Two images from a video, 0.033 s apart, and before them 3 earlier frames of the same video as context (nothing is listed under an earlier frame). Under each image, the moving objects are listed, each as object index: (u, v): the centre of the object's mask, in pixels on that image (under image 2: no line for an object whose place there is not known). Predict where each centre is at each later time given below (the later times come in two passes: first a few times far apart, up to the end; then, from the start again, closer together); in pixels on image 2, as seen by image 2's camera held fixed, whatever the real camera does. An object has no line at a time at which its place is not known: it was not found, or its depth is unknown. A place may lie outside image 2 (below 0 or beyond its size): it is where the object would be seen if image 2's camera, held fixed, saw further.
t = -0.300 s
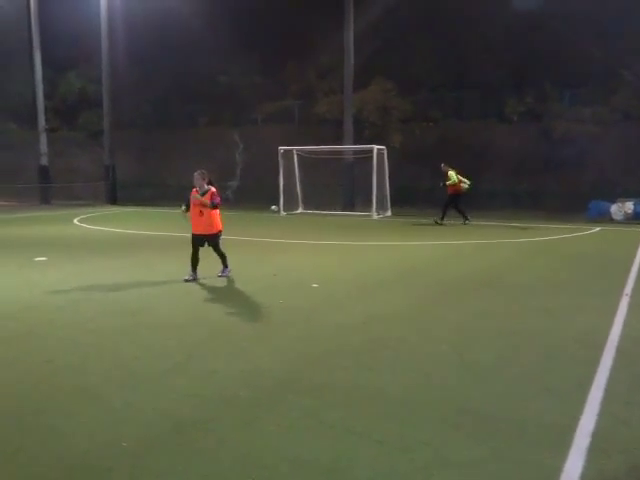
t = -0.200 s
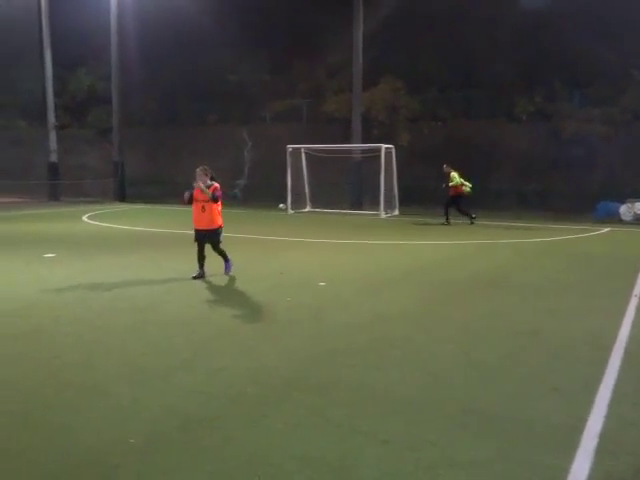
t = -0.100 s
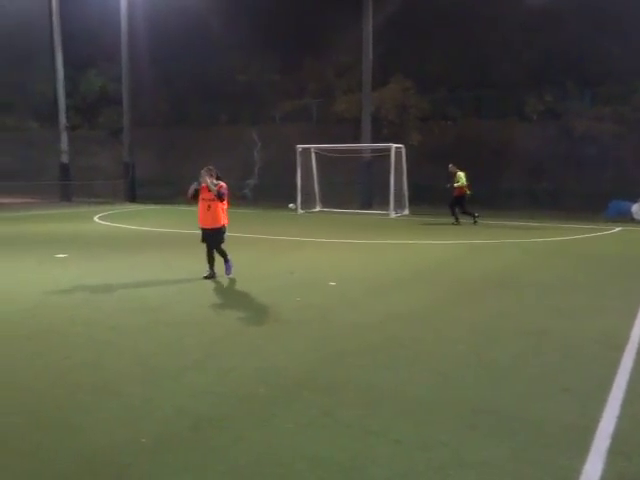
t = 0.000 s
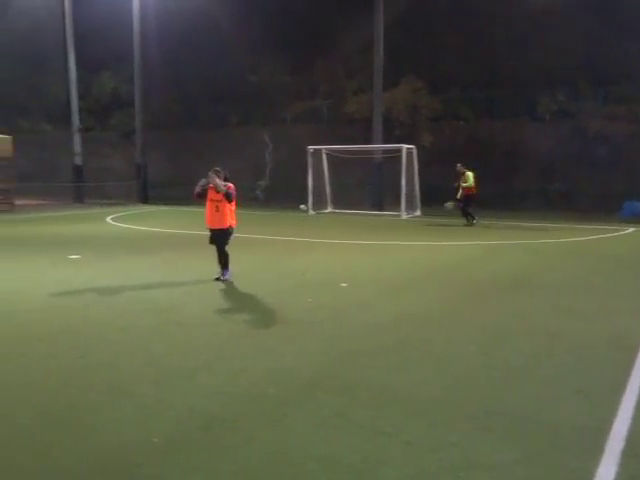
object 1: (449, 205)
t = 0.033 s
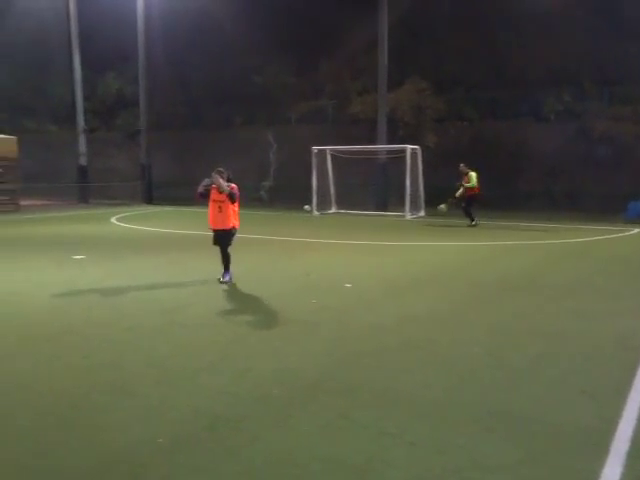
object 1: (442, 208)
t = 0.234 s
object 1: (381, 222)
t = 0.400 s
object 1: (337, 216)
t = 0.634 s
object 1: (276, 224)
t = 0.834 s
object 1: (229, 226)
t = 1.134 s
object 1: (156, 229)
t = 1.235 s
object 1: (132, 229)
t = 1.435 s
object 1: (84, 230)
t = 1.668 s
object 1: (27, 231)
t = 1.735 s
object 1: (10, 231)
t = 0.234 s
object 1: (381, 222)
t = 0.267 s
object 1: (372, 220)
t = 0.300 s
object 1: (363, 218)
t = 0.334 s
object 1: (354, 217)
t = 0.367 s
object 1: (346, 217)
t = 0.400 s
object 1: (337, 216)
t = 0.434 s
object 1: (328, 217)
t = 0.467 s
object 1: (319, 217)
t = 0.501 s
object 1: (311, 218)
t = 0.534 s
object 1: (302, 220)
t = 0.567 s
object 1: (293, 223)
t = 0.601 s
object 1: (284, 225)
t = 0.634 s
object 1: (276, 224)
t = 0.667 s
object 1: (269, 224)
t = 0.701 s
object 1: (261, 224)
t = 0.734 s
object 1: (254, 224)
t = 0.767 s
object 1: (246, 225)
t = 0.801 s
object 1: (238, 226)
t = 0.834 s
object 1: (229, 226)
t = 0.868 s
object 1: (222, 225)
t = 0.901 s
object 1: (214, 225)
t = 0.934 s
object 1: (206, 225)
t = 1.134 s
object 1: (156, 229)
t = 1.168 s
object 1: (149, 228)
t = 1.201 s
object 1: (140, 228)
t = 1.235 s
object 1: (132, 229)
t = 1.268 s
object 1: (124, 228)
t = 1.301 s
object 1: (116, 228)
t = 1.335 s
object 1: (108, 229)
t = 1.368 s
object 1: (100, 229)
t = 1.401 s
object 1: (92, 230)
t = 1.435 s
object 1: (84, 230)
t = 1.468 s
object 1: (76, 230)
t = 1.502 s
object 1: (67, 230)
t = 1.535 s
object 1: (59, 230)
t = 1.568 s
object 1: (51, 231)
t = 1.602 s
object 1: (43, 230)
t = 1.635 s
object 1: (35, 231)
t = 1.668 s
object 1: (27, 231)
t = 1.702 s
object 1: (18, 232)
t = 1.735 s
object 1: (10, 231)
